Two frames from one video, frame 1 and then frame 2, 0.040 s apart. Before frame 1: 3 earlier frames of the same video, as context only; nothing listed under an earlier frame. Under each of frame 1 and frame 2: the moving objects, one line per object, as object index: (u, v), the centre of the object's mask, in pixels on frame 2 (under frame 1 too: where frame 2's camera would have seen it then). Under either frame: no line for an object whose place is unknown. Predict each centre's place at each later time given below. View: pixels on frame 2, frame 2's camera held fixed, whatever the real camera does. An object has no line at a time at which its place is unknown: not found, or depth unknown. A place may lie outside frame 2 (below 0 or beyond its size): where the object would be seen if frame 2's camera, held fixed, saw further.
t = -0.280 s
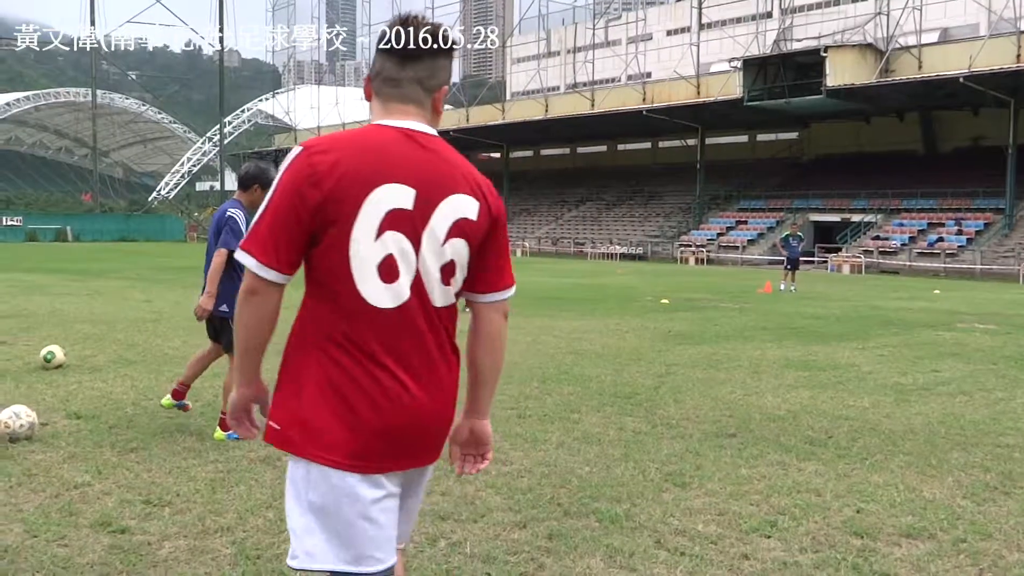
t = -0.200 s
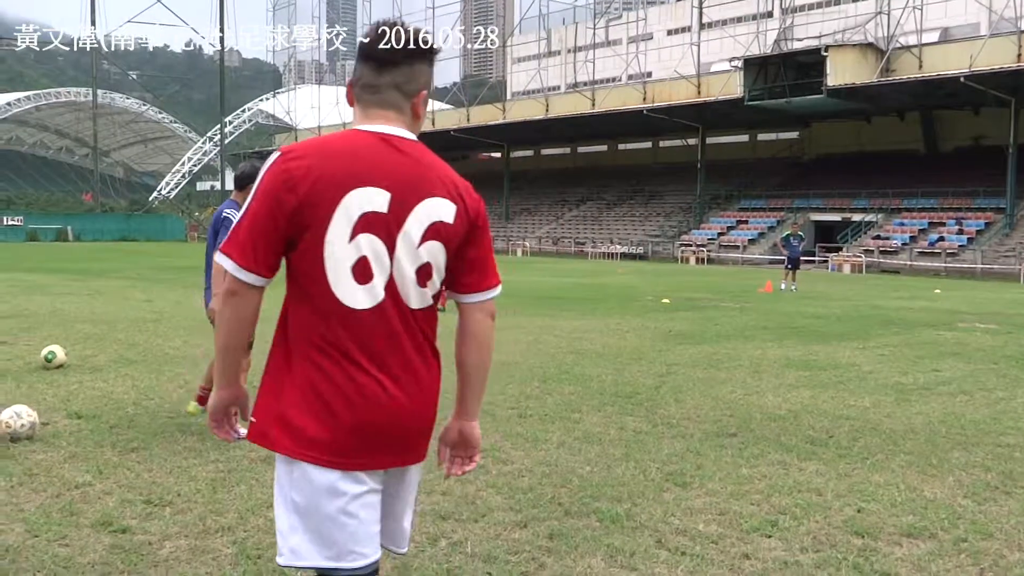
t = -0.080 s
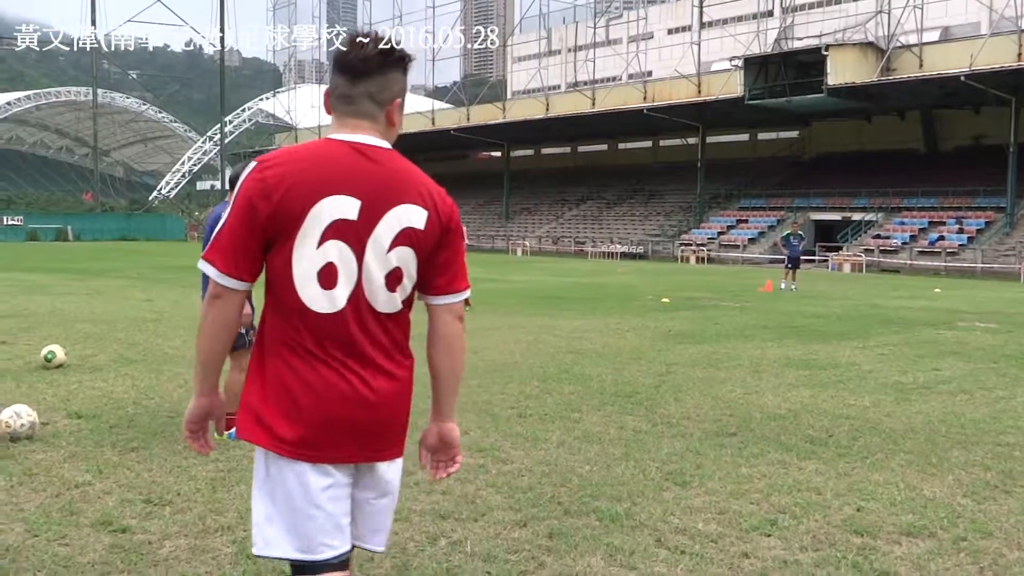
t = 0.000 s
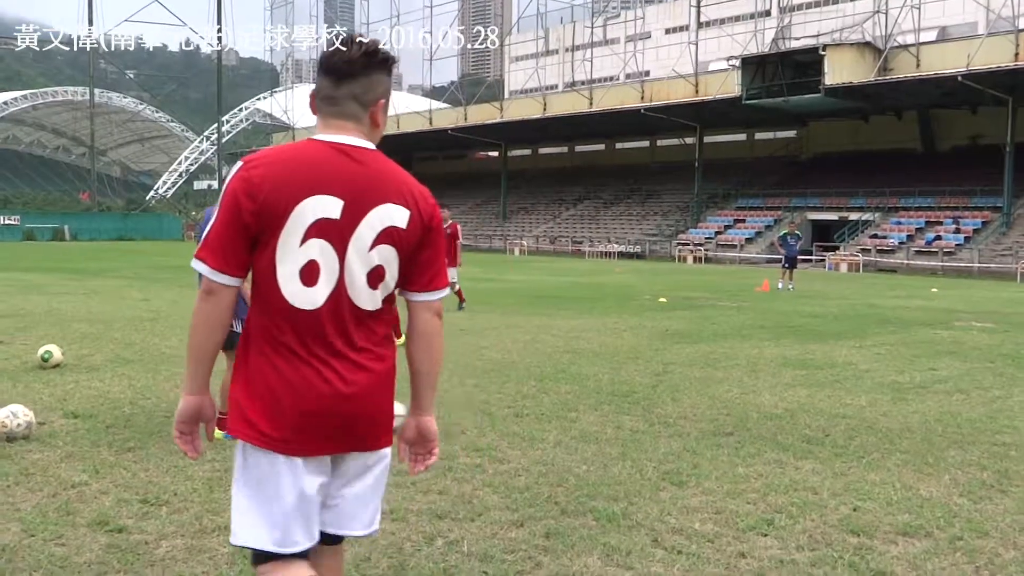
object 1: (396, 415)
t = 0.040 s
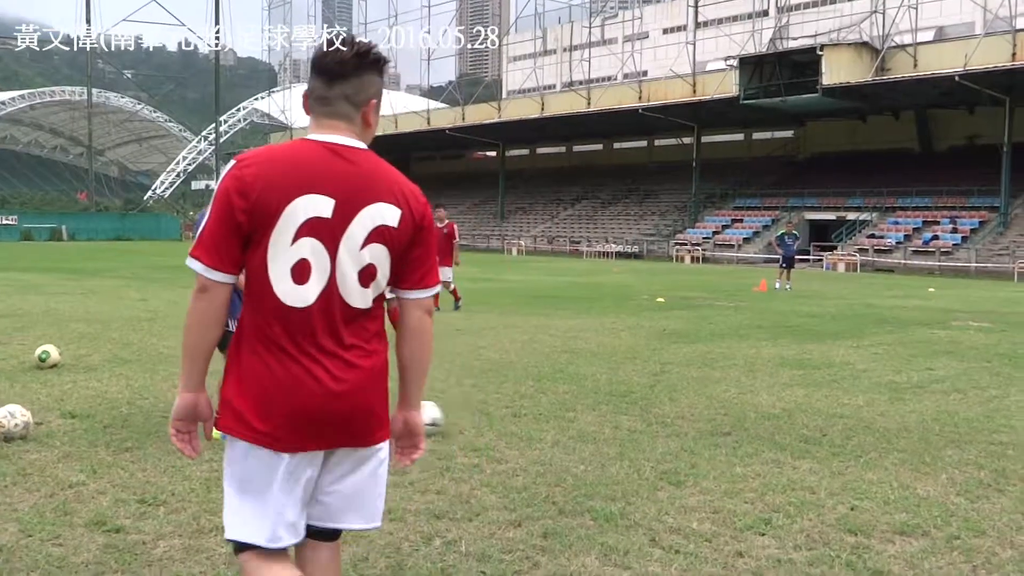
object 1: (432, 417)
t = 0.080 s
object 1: (458, 419)
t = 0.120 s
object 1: (491, 419)
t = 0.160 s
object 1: (525, 422)
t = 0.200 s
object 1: (558, 424)
